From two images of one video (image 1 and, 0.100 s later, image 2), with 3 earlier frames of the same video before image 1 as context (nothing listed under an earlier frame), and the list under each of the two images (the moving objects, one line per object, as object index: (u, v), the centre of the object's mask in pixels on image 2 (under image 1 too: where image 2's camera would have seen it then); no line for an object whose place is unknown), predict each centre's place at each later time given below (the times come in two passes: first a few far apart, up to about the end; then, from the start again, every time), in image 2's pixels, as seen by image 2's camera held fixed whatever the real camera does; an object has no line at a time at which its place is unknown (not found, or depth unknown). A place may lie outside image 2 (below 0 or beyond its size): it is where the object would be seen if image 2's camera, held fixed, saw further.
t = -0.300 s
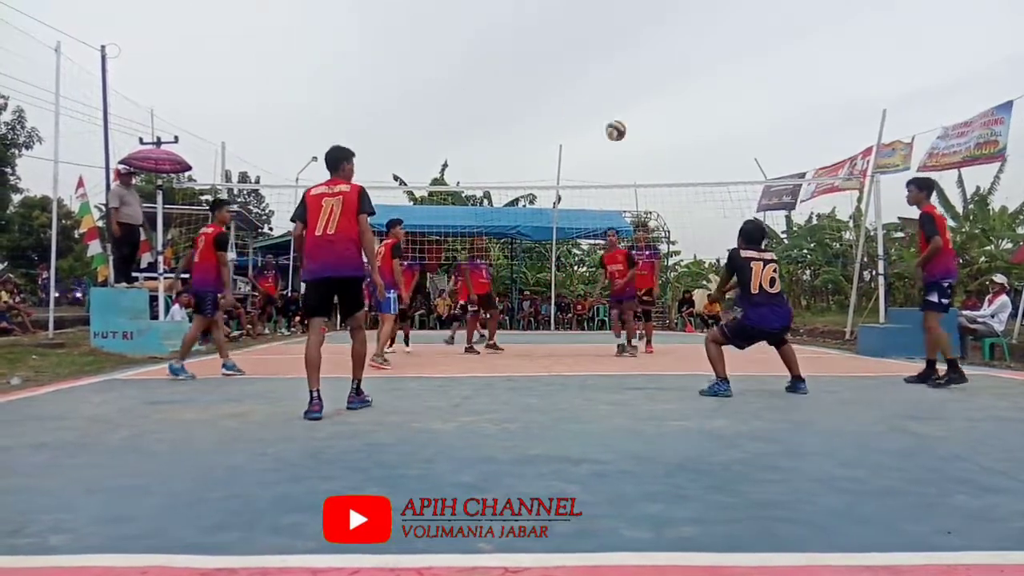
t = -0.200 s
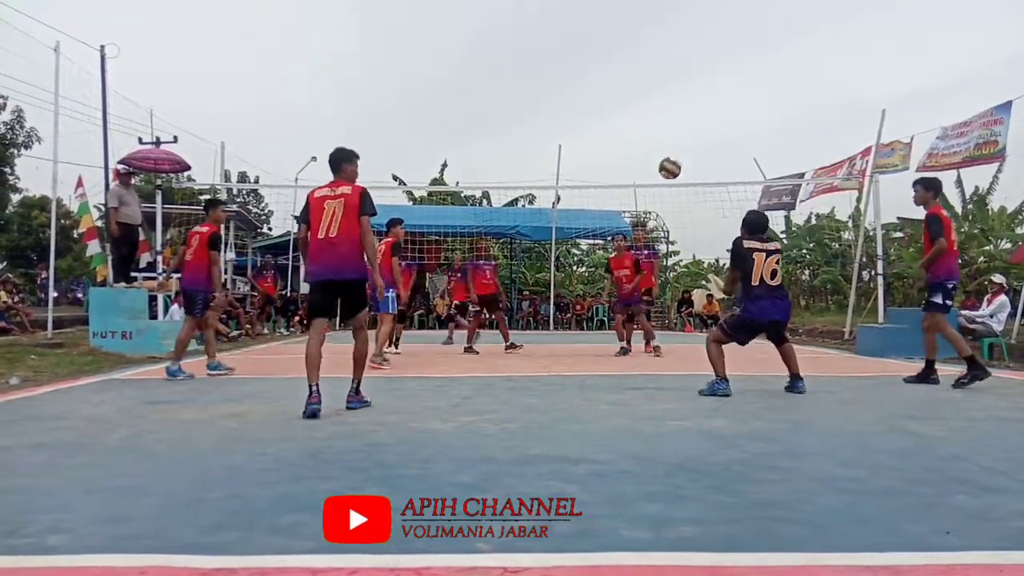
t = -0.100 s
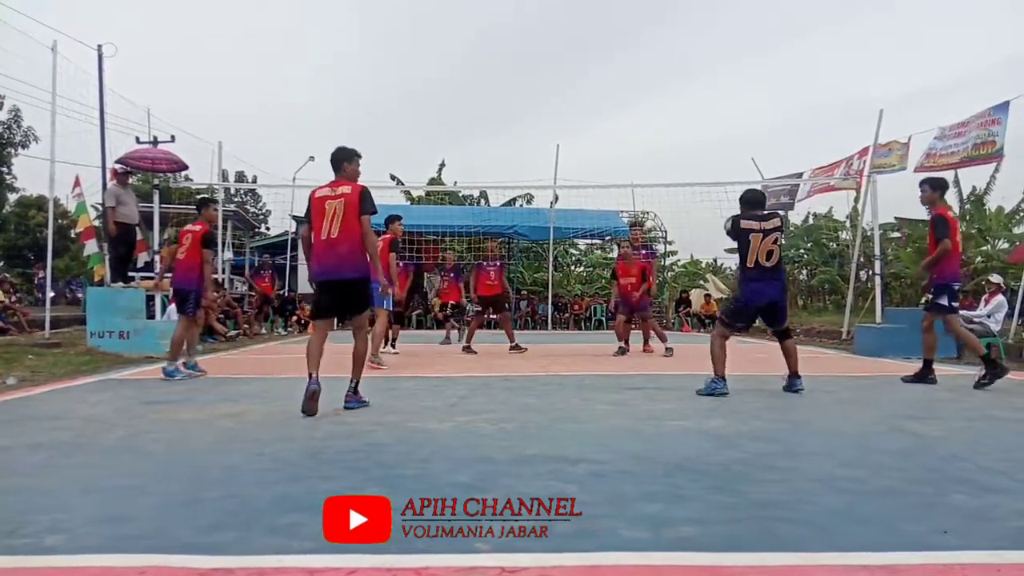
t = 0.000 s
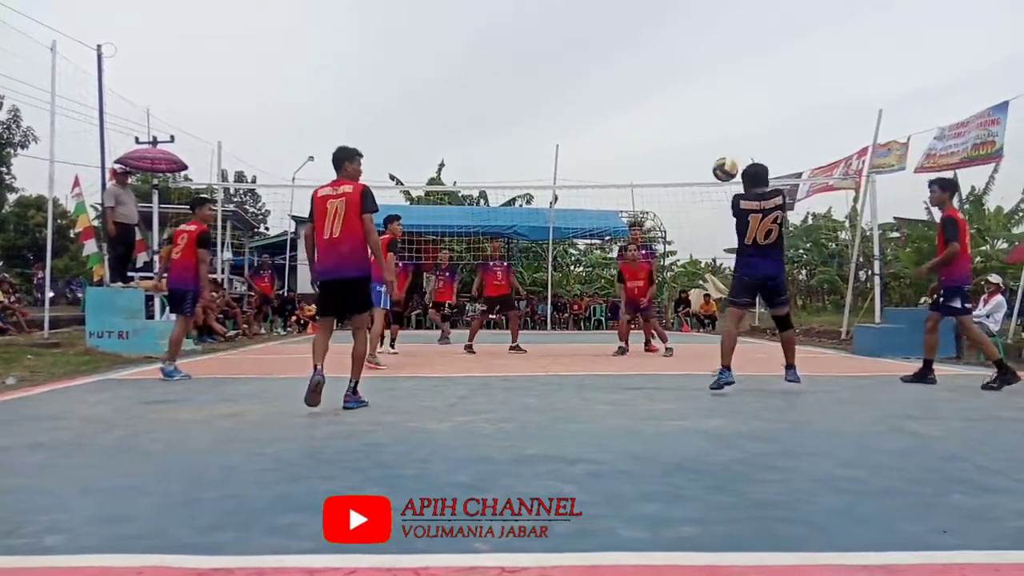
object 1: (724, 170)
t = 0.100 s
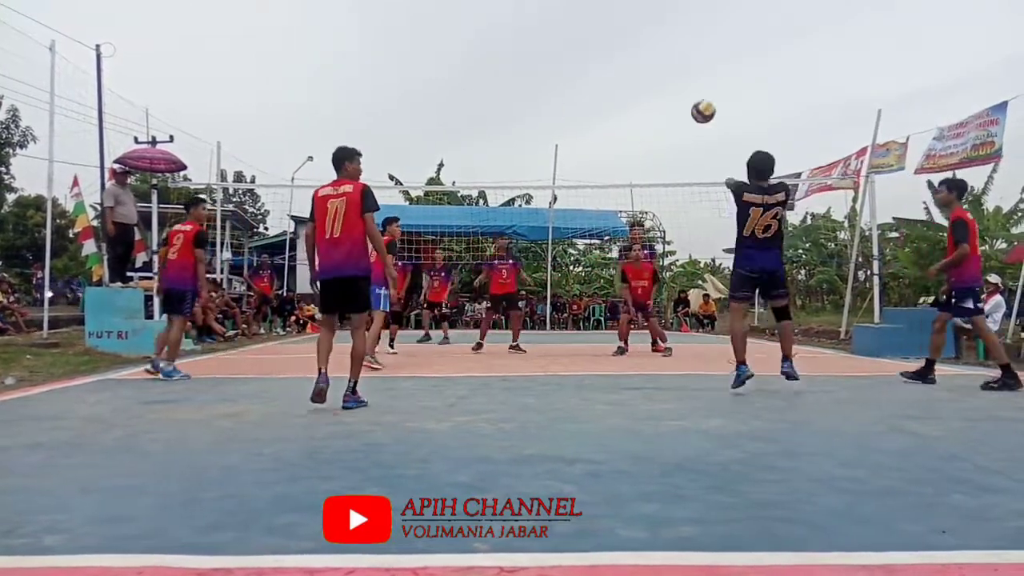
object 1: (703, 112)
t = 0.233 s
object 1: (678, 58)
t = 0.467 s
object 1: (640, 18)
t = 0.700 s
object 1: (608, 36)
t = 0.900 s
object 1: (584, 84)
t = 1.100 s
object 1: (564, 158)
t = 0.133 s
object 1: (697, 95)
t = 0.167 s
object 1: (690, 81)
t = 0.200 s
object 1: (684, 68)
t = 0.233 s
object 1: (678, 58)
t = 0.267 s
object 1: (672, 48)
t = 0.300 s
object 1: (666, 40)
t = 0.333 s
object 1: (660, 33)
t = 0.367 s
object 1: (655, 28)
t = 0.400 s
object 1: (650, 23)
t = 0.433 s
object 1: (645, 20)
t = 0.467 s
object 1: (640, 18)
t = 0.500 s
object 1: (635, 18)
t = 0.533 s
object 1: (630, 18)
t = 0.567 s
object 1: (626, 19)
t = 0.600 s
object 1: (622, 21)
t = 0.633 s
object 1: (617, 25)
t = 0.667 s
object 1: (612, 30)
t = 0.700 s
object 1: (608, 36)
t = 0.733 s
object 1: (604, 41)
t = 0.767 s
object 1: (600, 48)
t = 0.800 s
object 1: (596, 56)
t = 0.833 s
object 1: (592, 65)
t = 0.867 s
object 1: (588, 74)
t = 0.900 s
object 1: (584, 84)
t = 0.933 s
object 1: (580, 95)
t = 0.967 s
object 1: (577, 106)
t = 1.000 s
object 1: (574, 118)
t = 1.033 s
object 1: (571, 130)
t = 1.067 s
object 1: (567, 143)
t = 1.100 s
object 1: (564, 158)
